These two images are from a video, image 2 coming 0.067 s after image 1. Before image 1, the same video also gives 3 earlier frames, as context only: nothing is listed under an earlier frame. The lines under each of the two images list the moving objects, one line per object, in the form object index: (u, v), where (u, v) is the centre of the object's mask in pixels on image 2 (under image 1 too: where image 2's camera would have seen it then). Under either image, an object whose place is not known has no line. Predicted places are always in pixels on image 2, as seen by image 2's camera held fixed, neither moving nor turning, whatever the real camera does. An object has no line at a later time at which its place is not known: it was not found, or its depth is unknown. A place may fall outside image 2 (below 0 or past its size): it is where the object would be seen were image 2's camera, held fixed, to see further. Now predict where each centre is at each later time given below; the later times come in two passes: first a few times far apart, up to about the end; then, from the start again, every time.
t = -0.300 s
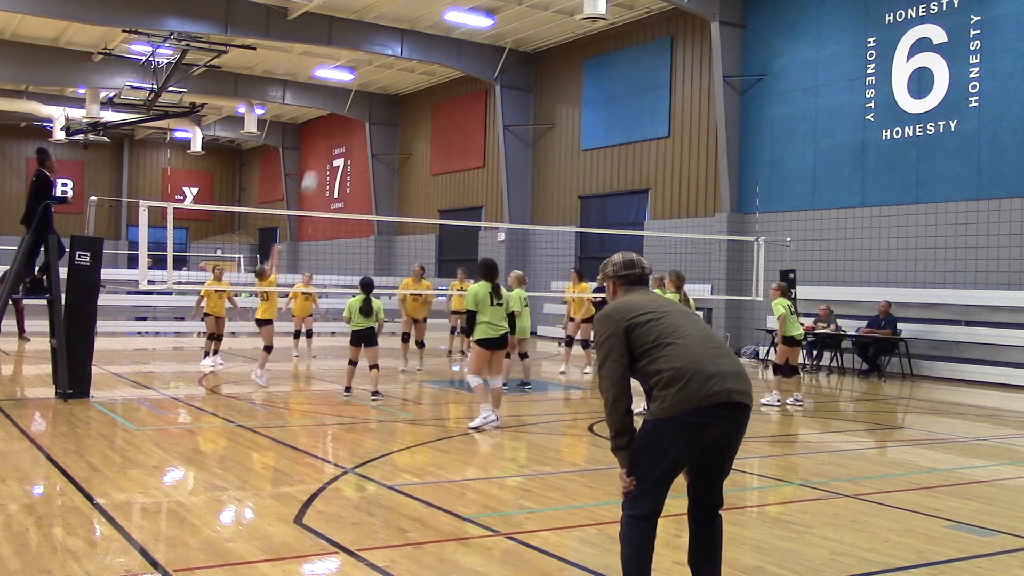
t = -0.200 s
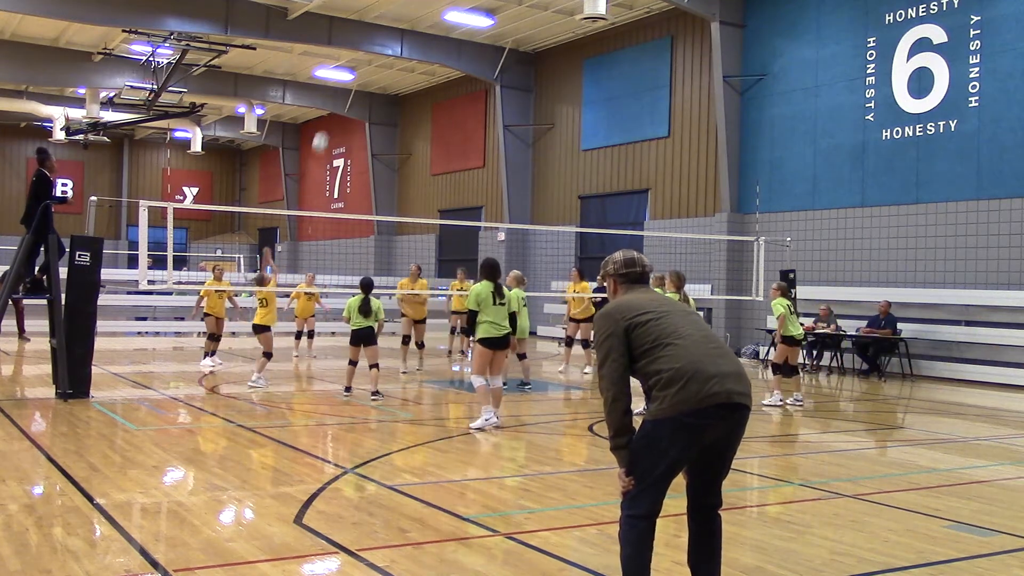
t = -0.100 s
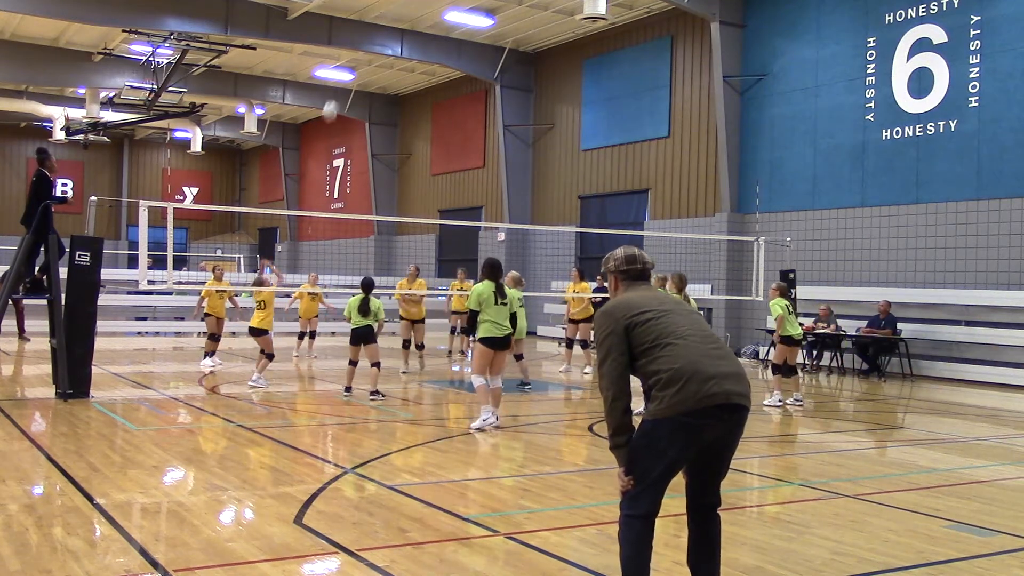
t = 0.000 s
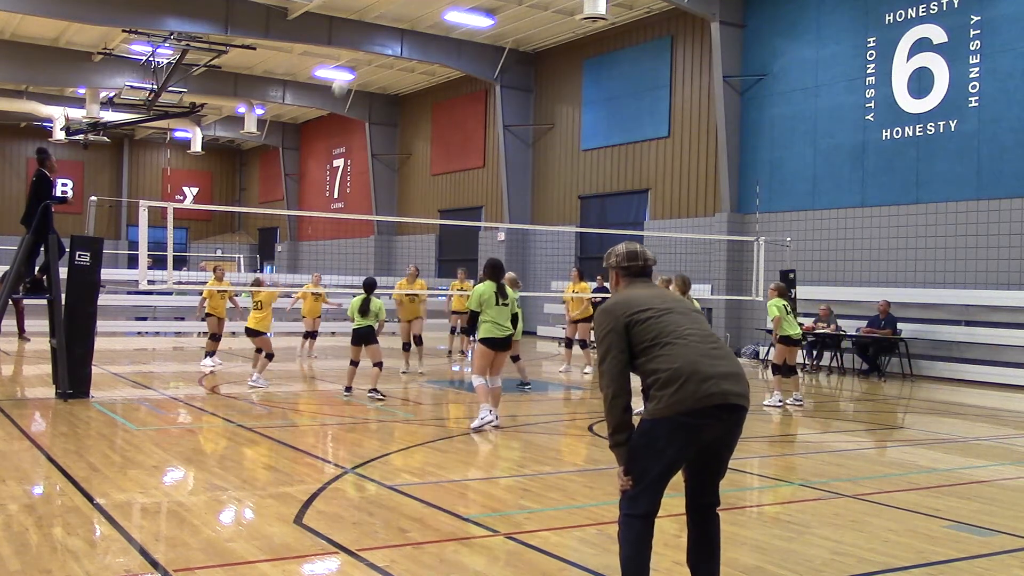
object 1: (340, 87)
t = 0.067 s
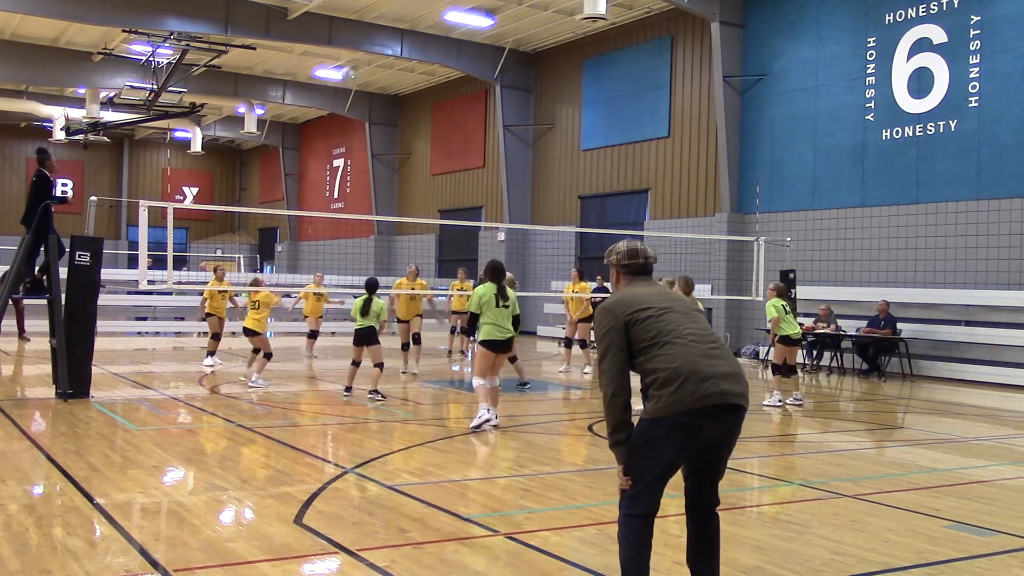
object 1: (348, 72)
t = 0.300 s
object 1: (366, 57)
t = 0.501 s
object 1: (382, 72)
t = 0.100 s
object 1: (350, 67)
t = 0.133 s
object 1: (352, 64)
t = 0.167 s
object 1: (355, 62)
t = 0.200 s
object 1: (358, 60)
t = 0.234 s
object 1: (361, 59)
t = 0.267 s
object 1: (363, 58)
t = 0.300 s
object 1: (366, 57)
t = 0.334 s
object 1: (370, 58)
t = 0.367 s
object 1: (372, 60)
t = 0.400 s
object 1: (374, 61)
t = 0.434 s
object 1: (377, 63)
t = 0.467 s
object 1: (380, 68)
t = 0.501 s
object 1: (382, 72)
